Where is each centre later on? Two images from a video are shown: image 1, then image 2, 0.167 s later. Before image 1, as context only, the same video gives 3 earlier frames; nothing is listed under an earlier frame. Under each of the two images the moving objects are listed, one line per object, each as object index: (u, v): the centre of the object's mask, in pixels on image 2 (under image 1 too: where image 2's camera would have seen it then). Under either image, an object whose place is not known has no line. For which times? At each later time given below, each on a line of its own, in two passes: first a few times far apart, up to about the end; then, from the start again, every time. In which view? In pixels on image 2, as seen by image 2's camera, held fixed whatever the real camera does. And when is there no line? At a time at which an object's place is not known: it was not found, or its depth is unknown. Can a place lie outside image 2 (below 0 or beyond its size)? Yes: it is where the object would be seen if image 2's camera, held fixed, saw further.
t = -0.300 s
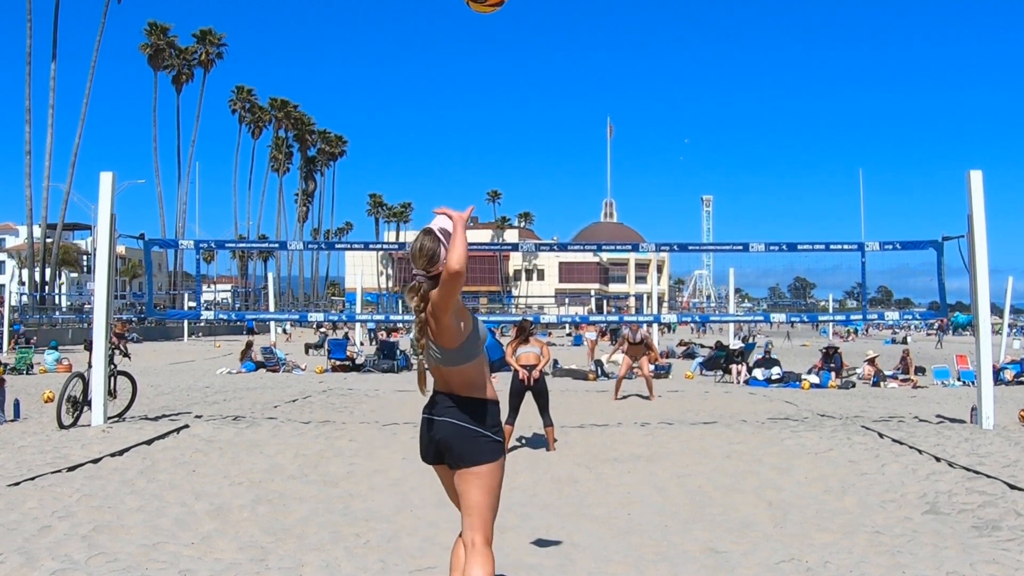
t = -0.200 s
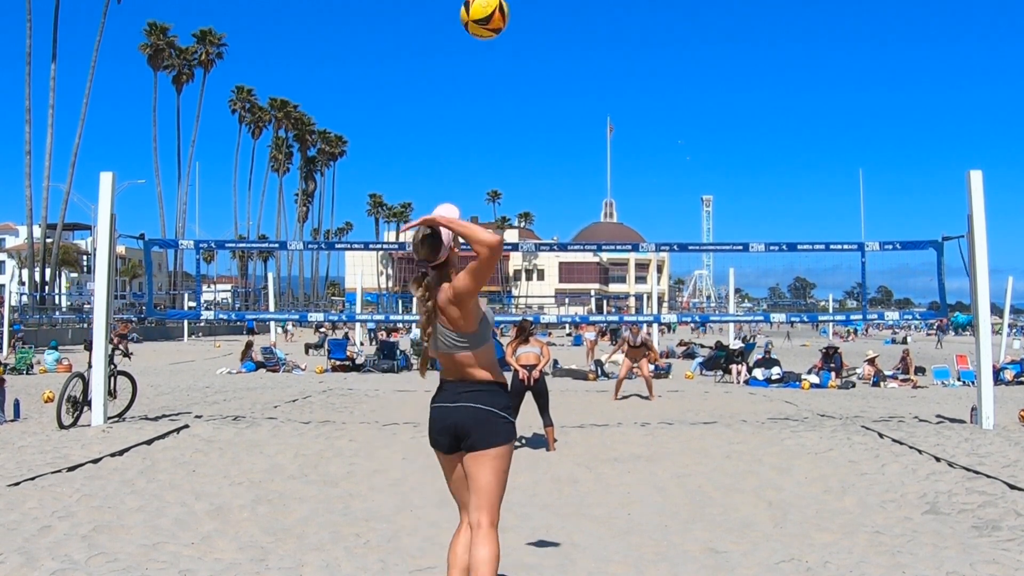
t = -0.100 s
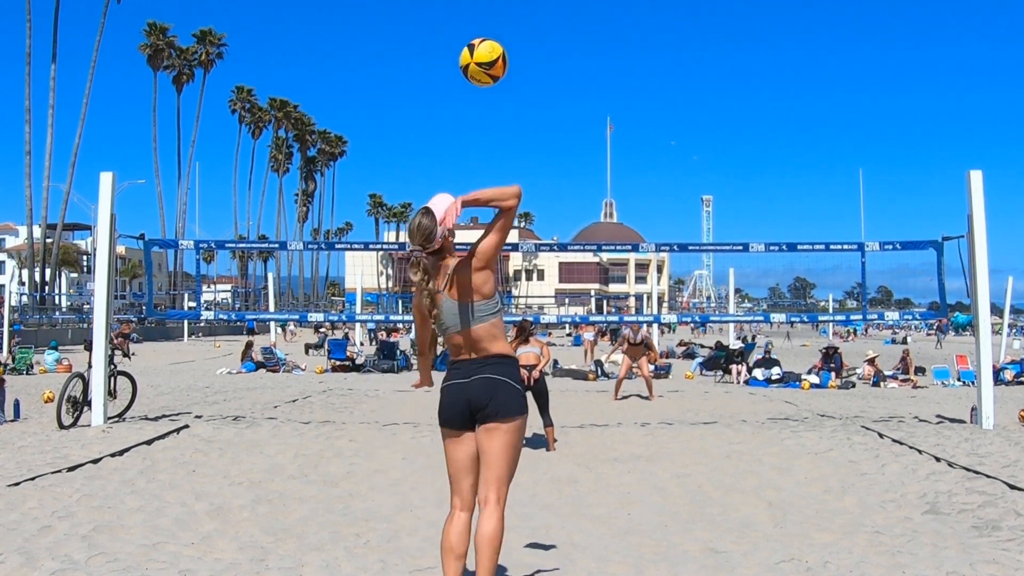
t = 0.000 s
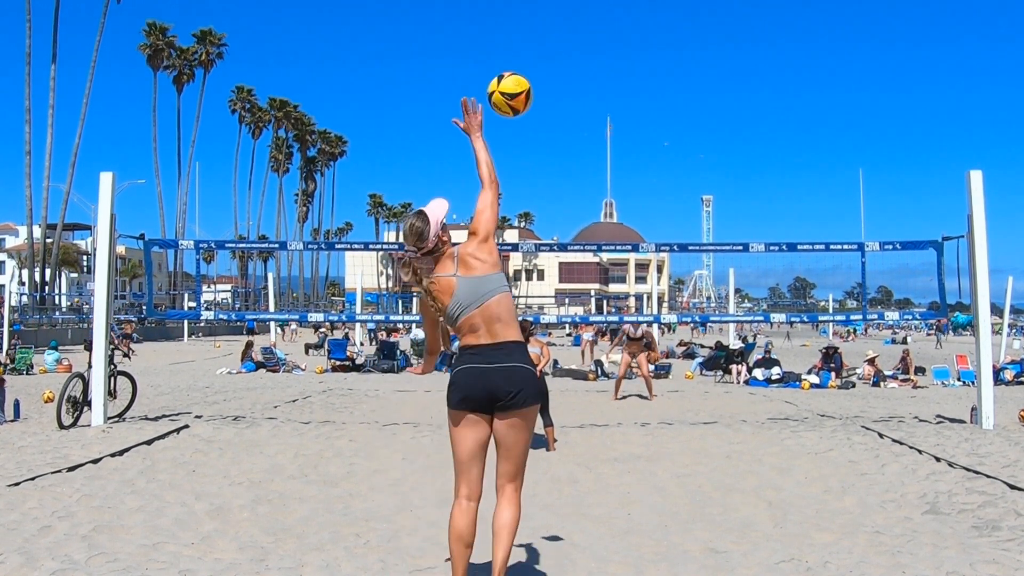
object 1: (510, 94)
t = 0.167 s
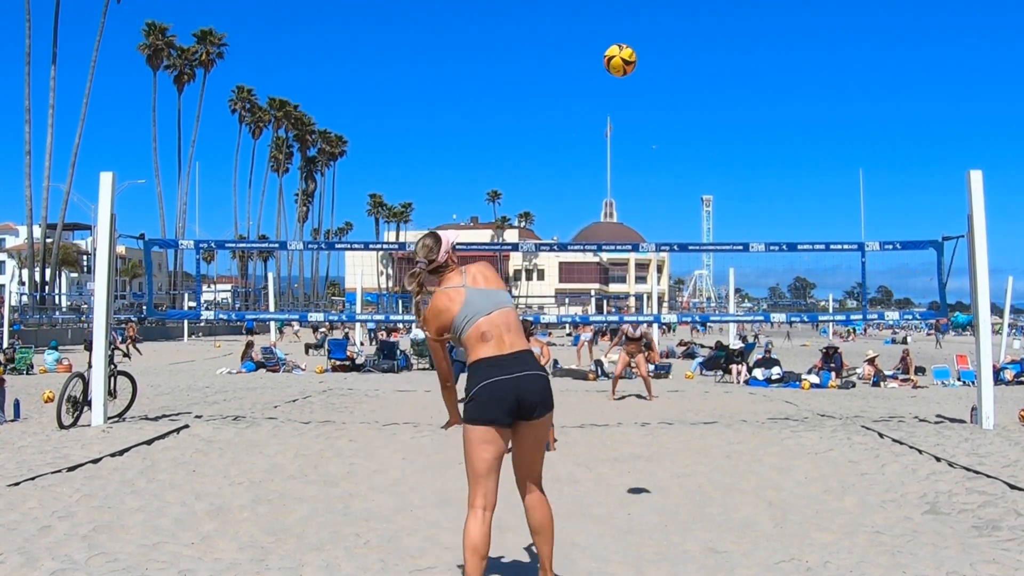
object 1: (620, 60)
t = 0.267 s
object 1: (659, 65)
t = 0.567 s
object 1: (726, 127)
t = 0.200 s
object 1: (634, 60)
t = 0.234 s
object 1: (647, 61)
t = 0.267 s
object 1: (659, 65)
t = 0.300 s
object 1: (669, 69)
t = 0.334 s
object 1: (679, 75)
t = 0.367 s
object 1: (687, 81)
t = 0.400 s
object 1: (695, 87)
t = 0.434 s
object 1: (702, 94)
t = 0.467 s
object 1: (709, 101)
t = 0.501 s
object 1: (715, 110)
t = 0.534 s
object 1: (720, 118)
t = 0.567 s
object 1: (726, 127)
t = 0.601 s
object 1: (730, 136)
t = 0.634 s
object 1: (735, 146)
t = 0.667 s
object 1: (740, 156)
